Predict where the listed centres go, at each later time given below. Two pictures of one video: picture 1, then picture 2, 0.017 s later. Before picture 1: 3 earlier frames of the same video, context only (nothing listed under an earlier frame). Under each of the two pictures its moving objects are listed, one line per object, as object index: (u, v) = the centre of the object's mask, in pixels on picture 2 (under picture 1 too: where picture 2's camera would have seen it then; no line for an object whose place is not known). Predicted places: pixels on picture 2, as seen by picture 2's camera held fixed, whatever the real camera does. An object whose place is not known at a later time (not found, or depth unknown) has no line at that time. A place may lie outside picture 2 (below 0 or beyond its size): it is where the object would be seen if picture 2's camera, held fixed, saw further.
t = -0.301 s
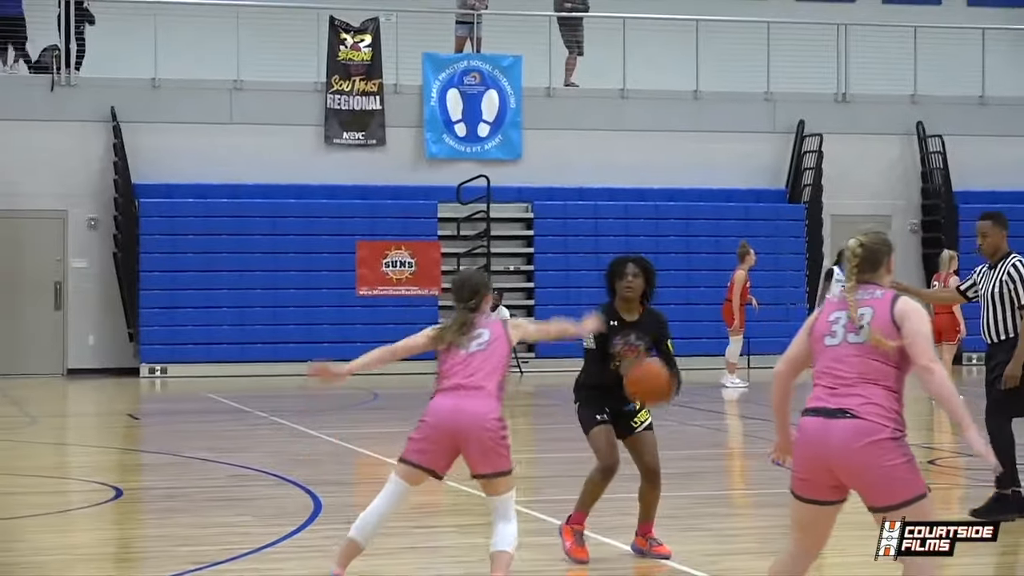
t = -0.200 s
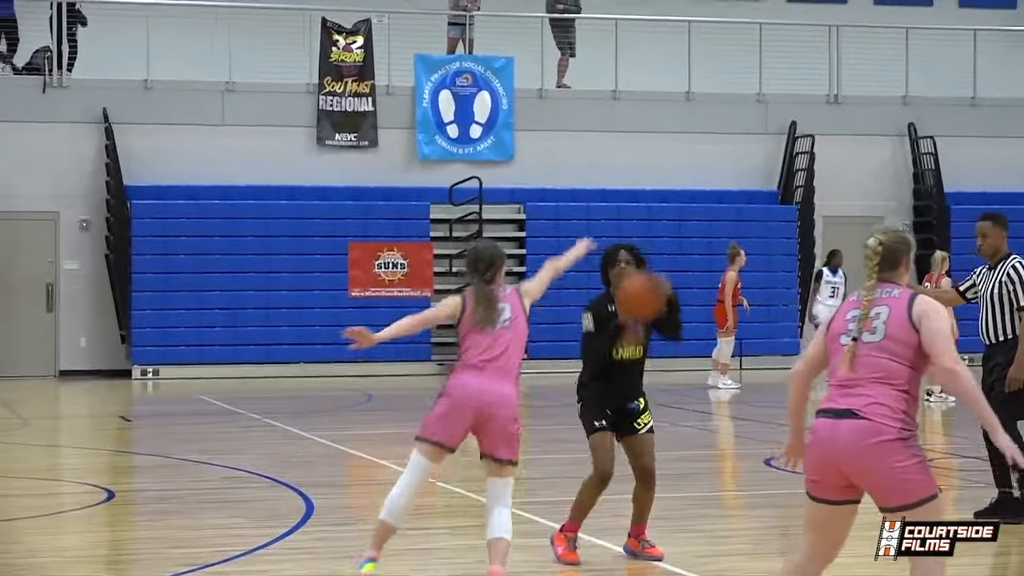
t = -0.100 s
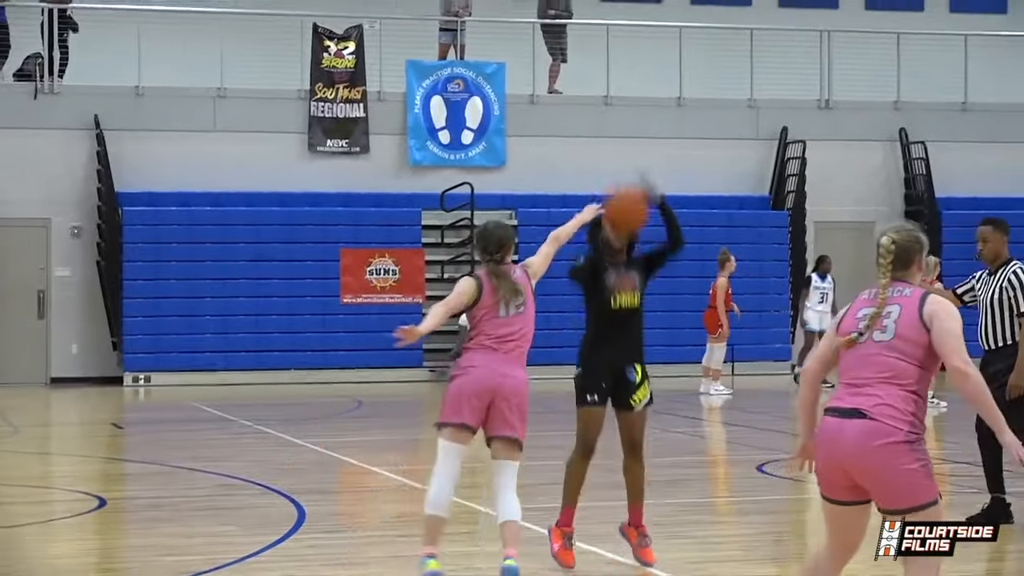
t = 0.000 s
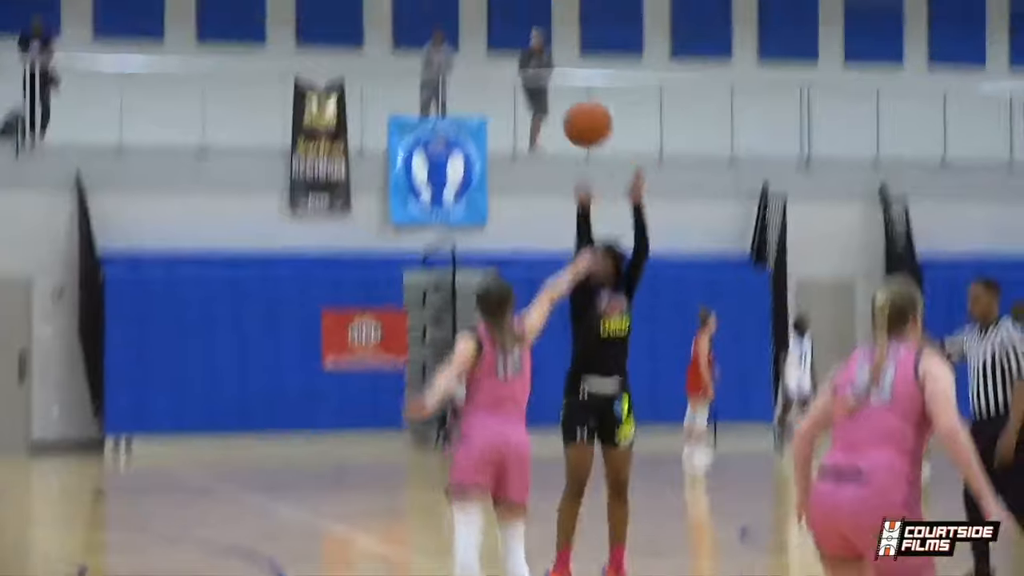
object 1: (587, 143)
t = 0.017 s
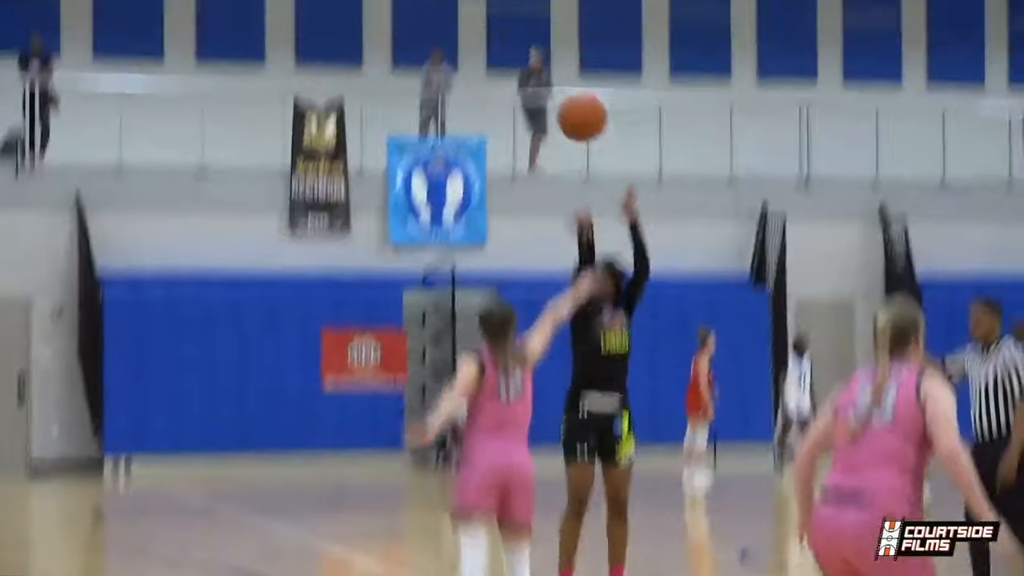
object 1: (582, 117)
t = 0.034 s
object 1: (577, 91)
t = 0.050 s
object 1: (574, 66)
